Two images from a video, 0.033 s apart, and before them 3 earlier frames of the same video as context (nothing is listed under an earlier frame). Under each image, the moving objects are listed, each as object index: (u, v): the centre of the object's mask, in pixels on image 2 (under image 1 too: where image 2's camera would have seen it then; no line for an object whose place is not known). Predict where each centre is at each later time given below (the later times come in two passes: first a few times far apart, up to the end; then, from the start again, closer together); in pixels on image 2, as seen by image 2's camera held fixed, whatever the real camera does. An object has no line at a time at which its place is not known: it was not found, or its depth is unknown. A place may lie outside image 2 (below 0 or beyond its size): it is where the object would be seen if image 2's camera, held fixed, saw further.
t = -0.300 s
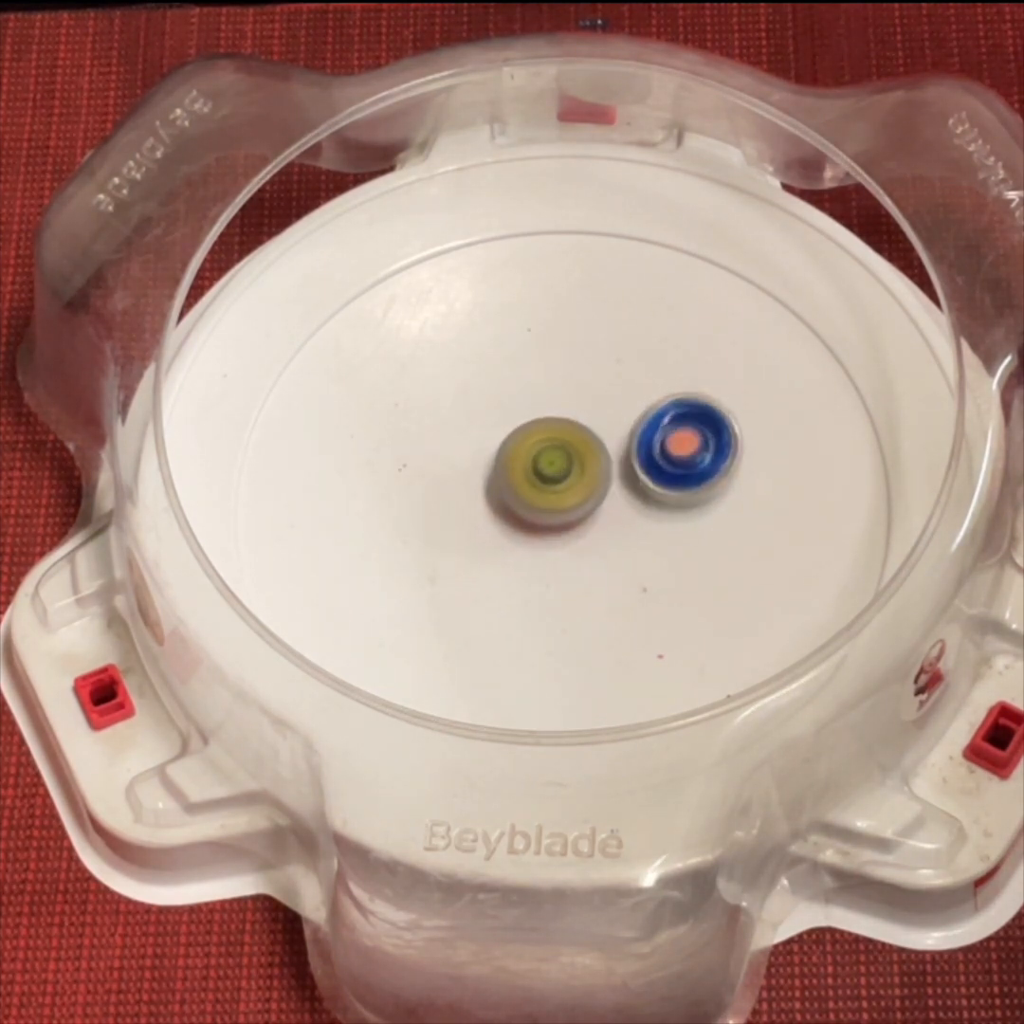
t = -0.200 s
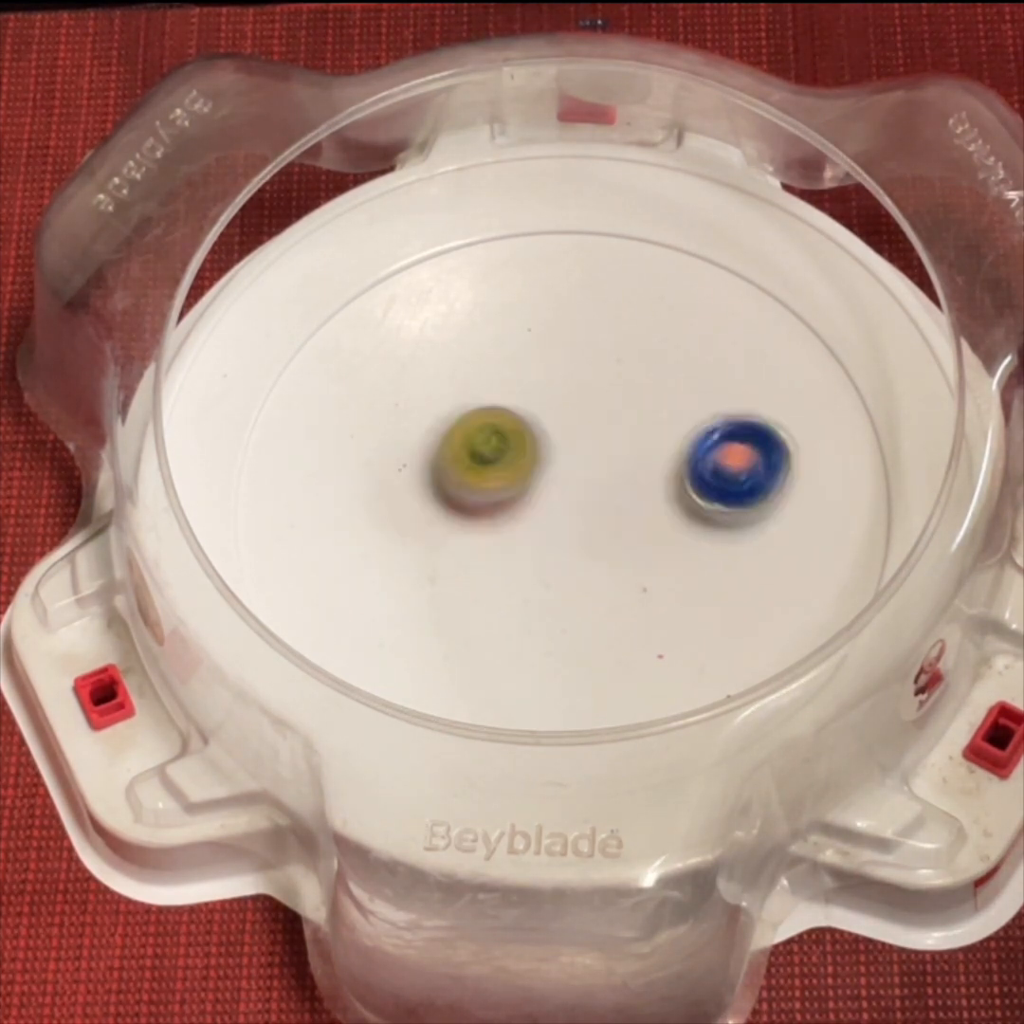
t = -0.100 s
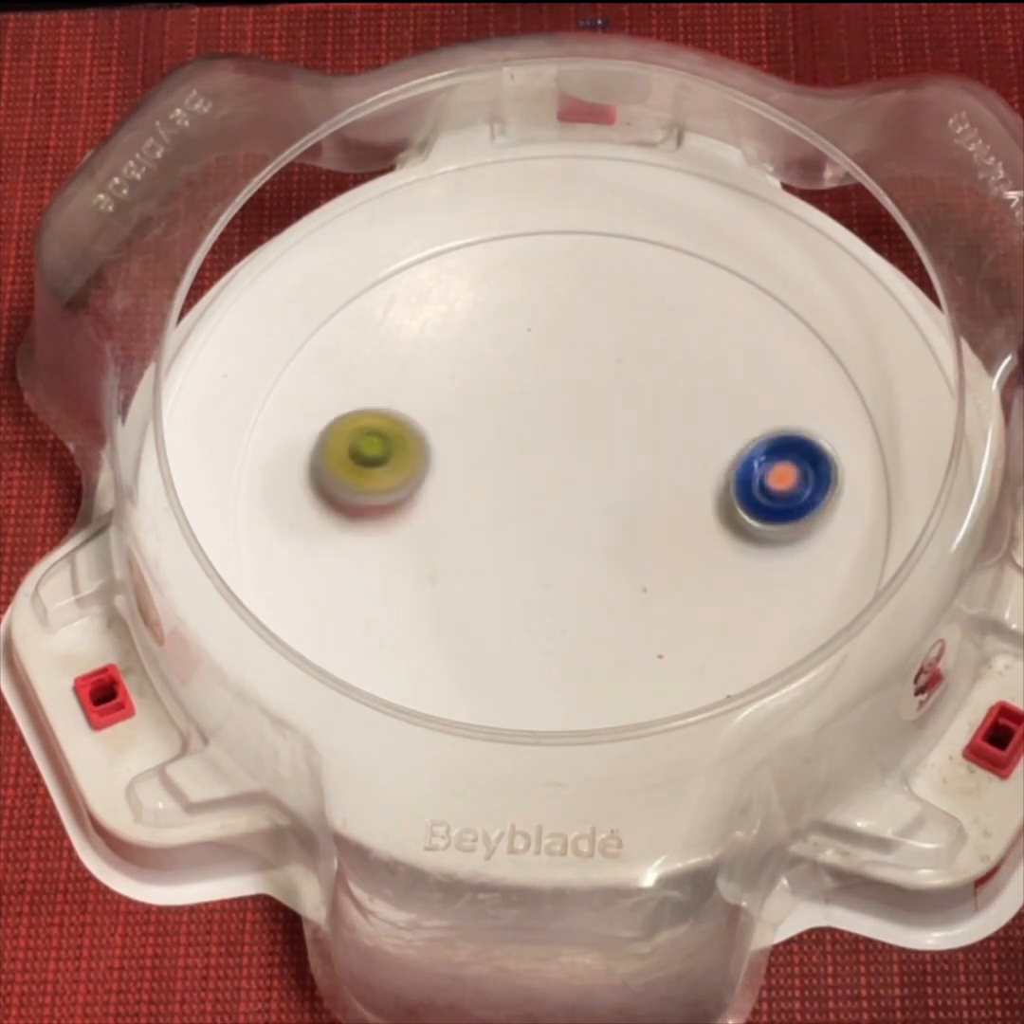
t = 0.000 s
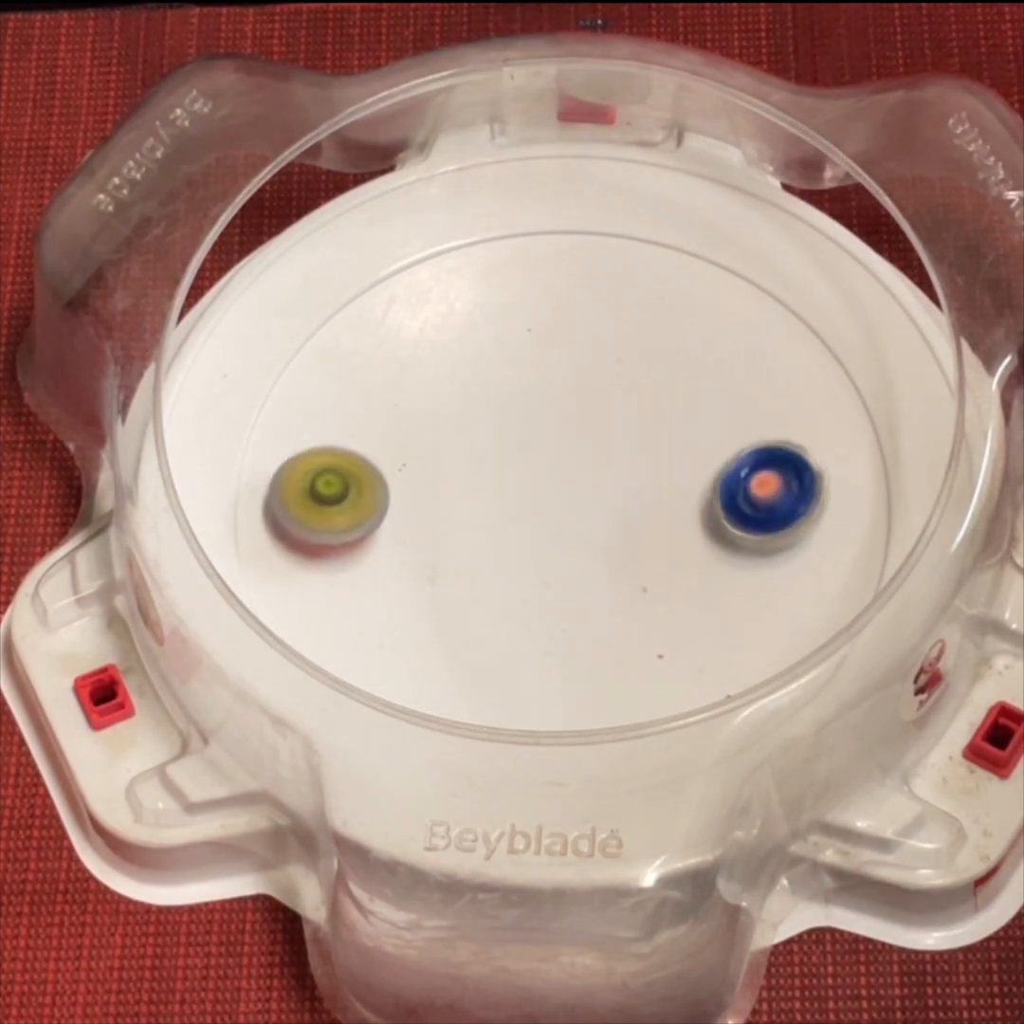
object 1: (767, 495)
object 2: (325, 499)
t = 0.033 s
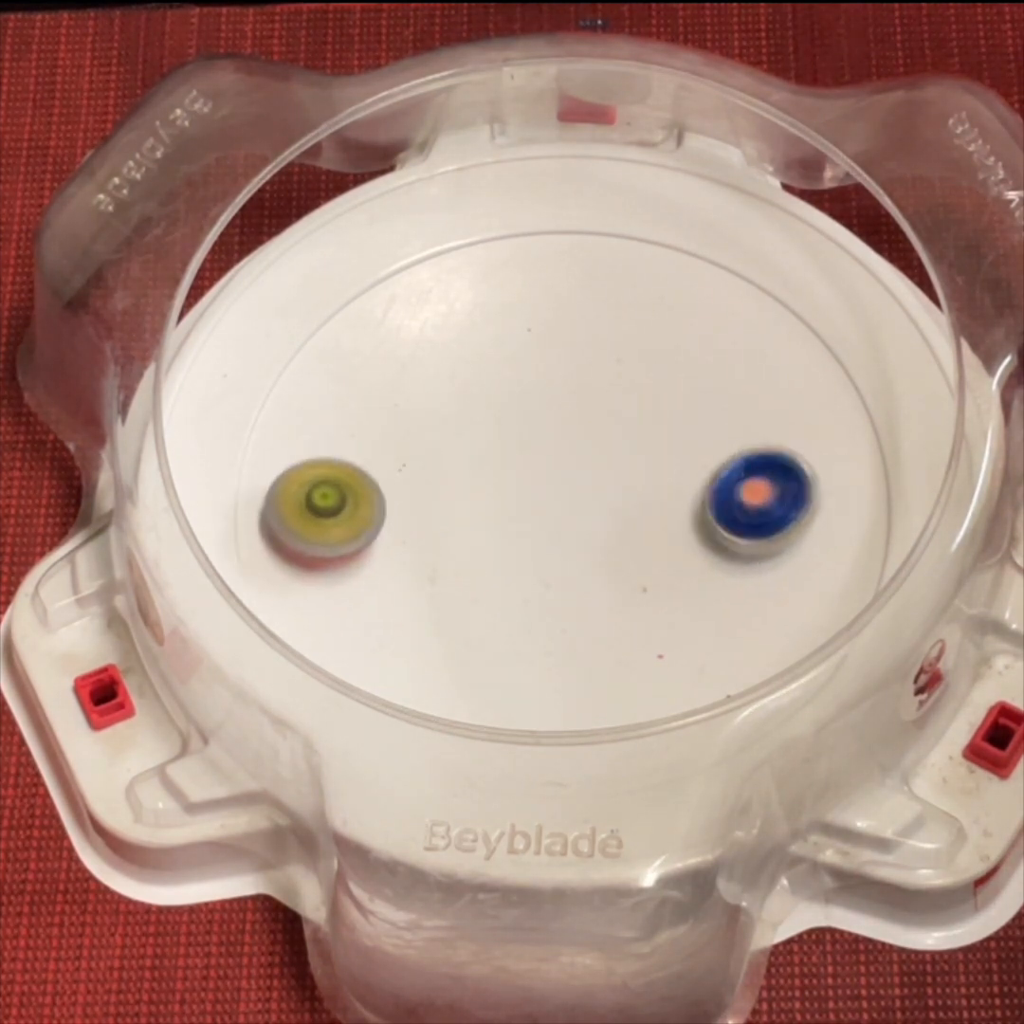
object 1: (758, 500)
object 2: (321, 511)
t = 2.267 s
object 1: (559, 443)
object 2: (650, 599)
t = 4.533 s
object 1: (505, 442)
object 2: (594, 599)
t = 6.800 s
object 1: (485, 499)
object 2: (532, 591)
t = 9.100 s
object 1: (444, 597)
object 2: (552, 474)
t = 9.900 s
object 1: (507, 607)
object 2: (557, 504)
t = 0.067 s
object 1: (748, 507)
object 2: (320, 522)
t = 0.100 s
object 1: (737, 514)
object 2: (320, 534)
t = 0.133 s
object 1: (722, 521)
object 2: (324, 545)
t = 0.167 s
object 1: (709, 526)
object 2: (330, 555)
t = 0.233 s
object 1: (680, 547)
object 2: (347, 573)
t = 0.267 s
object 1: (665, 554)
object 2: (360, 579)
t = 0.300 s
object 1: (649, 562)
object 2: (375, 585)
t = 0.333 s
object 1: (635, 568)
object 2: (392, 590)
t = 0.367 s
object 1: (621, 574)
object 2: (409, 593)
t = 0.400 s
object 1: (606, 580)
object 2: (426, 594)
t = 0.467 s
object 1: (586, 589)
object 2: (453, 589)
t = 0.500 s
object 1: (602, 594)
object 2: (431, 579)
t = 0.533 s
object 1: (612, 600)
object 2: (418, 568)
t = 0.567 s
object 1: (609, 603)
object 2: (413, 557)
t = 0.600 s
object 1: (598, 604)
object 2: (414, 552)
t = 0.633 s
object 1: (587, 604)
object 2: (416, 548)
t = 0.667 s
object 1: (574, 603)
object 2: (420, 544)
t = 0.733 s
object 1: (548, 600)
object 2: (430, 538)
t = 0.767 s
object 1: (538, 600)
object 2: (435, 531)
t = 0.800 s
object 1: (552, 618)
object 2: (413, 499)
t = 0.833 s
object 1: (561, 628)
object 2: (400, 472)
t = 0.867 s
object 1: (562, 630)
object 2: (393, 452)
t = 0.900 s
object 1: (558, 629)
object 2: (390, 438)
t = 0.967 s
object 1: (546, 621)
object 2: (388, 421)
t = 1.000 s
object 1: (539, 615)
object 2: (388, 414)
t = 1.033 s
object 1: (532, 609)
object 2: (389, 408)
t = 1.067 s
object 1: (526, 602)
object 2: (393, 403)
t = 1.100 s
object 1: (519, 594)
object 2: (398, 398)
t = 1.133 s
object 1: (511, 586)
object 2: (404, 395)
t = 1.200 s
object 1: (497, 570)
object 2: (420, 392)
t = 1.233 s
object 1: (490, 563)
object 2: (432, 391)
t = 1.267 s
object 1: (485, 554)
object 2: (444, 392)
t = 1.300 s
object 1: (479, 545)
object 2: (455, 394)
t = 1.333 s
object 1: (473, 538)
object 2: (468, 396)
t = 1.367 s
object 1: (469, 530)
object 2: (481, 399)
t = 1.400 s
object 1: (464, 522)
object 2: (496, 403)
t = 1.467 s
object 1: (457, 506)
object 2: (525, 412)
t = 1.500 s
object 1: (453, 497)
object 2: (540, 418)
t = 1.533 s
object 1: (450, 489)
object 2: (554, 425)
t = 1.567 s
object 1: (447, 481)
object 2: (569, 430)
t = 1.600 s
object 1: (445, 473)
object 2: (583, 437)
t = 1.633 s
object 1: (444, 465)
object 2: (596, 445)
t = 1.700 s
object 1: (445, 451)
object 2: (621, 459)
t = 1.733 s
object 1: (446, 444)
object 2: (632, 467)
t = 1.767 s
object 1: (447, 438)
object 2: (642, 475)
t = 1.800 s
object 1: (449, 434)
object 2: (650, 483)
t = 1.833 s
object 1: (451, 431)
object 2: (658, 490)
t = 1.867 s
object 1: (454, 429)
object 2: (665, 498)
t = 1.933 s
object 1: (464, 428)
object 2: (675, 515)
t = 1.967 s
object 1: (471, 428)
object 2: (677, 524)
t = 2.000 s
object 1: (480, 431)
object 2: (679, 534)
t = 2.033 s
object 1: (489, 432)
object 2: (680, 542)
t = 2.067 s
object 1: (499, 434)
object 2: (679, 551)
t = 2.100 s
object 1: (509, 435)
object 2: (677, 559)
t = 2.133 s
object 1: (520, 436)
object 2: (674, 568)
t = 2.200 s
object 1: (540, 439)
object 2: (664, 585)
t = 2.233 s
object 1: (549, 442)
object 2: (657, 593)
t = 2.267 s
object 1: (559, 443)
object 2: (650, 599)
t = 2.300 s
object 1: (568, 445)
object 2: (642, 605)
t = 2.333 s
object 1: (578, 448)
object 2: (632, 611)
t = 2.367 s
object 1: (587, 450)
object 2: (622, 616)
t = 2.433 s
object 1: (604, 456)
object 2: (600, 621)
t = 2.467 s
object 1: (613, 460)
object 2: (587, 623)
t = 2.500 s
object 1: (621, 463)
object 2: (576, 623)
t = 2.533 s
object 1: (629, 467)
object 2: (565, 622)
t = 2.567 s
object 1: (637, 471)
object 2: (554, 619)
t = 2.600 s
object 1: (644, 474)
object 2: (541, 616)
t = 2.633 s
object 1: (650, 477)
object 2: (529, 613)
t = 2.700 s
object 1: (658, 482)
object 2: (505, 598)
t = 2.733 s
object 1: (662, 483)
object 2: (495, 594)
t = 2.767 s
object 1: (662, 488)
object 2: (484, 587)
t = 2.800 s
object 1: (660, 491)
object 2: (474, 578)
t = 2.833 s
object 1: (656, 497)
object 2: (465, 568)
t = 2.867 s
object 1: (651, 501)
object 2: (457, 559)
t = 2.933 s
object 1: (641, 512)
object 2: (443, 540)
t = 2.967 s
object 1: (633, 518)
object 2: (438, 531)
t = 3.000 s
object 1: (627, 525)
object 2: (434, 521)
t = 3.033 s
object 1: (619, 532)
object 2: (431, 511)
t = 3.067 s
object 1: (612, 538)
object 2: (429, 501)
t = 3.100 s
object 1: (605, 543)
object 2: (429, 491)
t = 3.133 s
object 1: (597, 550)
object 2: (429, 481)
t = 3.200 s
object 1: (583, 560)
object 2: (434, 462)
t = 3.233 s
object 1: (574, 565)
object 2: (438, 452)
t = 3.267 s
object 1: (568, 570)
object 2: (445, 443)
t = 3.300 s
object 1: (561, 574)
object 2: (450, 434)
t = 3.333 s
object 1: (552, 578)
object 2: (457, 426)
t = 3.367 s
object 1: (545, 582)
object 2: (463, 420)
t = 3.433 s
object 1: (529, 588)
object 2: (478, 408)
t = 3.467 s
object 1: (522, 591)
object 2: (488, 404)
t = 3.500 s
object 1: (514, 592)
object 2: (498, 401)
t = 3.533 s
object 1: (506, 592)
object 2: (509, 399)
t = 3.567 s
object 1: (500, 593)
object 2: (520, 397)
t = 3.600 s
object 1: (493, 593)
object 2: (532, 395)
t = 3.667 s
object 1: (485, 590)
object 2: (552, 397)
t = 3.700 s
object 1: (480, 587)
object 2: (562, 400)
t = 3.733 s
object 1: (478, 583)
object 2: (572, 404)
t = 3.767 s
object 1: (476, 580)
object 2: (582, 408)
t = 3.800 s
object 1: (474, 575)
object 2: (592, 412)
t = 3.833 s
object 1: (472, 570)
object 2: (600, 418)
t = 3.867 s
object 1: (470, 563)
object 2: (608, 425)
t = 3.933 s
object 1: (467, 548)
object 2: (623, 441)
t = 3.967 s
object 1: (466, 542)
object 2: (630, 450)
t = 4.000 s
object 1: (466, 535)
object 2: (636, 459)
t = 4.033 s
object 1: (466, 528)
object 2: (641, 468)
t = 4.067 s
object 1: (466, 522)
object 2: (646, 477)
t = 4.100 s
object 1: (467, 514)
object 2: (650, 487)
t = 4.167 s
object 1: (469, 500)
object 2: (653, 506)
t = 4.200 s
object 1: (470, 493)
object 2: (652, 515)
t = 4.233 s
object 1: (471, 487)
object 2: (650, 525)
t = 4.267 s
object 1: (474, 481)
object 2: (647, 535)
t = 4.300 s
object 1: (477, 475)
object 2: (644, 545)
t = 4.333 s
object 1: (480, 469)
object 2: (638, 556)
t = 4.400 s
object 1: (486, 459)
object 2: (626, 572)
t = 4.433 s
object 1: (491, 454)
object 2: (619, 580)
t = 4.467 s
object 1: (495, 449)
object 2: (612, 587)
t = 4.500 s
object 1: (501, 445)
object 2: (602, 594)
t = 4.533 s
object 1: (505, 442)
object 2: (594, 599)
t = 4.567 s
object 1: (509, 439)
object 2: (585, 603)
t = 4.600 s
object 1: (516, 438)
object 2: (574, 607)
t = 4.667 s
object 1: (525, 436)
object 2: (551, 612)
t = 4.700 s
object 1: (530, 435)
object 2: (541, 612)
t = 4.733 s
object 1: (535, 436)
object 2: (530, 611)
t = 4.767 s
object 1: (540, 438)
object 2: (518, 609)
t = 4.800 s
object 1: (544, 439)
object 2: (507, 606)
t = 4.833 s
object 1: (549, 443)
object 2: (496, 603)
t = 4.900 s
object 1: (559, 448)
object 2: (477, 592)
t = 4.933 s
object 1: (565, 451)
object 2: (468, 584)
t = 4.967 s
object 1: (570, 454)
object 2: (460, 577)
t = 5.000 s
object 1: (575, 459)
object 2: (452, 569)
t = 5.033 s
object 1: (580, 462)
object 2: (446, 561)
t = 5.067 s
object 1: (585, 467)
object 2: (443, 552)
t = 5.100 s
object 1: (591, 472)
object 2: (439, 543)
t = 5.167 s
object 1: (601, 480)
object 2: (432, 524)
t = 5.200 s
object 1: (606, 484)
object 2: (430, 515)
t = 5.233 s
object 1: (609, 489)
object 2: (430, 506)
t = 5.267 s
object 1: (613, 493)
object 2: (432, 495)
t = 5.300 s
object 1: (615, 497)
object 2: (435, 486)
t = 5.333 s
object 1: (617, 500)
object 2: (438, 478)
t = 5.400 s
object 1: (618, 506)
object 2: (448, 461)
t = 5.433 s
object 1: (617, 508)
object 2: (454, 453)
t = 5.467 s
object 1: (614, 511)
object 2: (462, 445)
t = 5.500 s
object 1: (613, 514)
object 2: (470, 439)
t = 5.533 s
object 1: (609, 516)
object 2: (478, 433)
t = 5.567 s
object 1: (606, 520)
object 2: (488, 428)
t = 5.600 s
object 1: (601, 522)
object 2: (497, 425)
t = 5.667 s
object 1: (588, 529)
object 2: (517, 419)
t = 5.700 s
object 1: (582, 533)
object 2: (528, 417)
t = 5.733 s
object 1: (578, 538)
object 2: (539, 417)
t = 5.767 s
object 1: (570, 542)
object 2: (550, 418)
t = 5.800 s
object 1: (566, 547)
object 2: (562, 418)
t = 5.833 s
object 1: (561, 550)
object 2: (571, 420)
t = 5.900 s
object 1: (551, 559)
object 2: (590, 426)
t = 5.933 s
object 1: (546, 562)
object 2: (599, 431)
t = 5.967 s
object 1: (543, 564)
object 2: (607, 435)
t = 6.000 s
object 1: (539, 565)
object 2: (614, 442)
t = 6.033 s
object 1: (536, 567)
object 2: (621, 449)
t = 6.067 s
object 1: (534, 567)
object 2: (629, 456)
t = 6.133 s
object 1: (529, 565)
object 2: (642, 470)
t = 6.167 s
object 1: (527, 563)
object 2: (645, 479)
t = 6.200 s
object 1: (525, 561)
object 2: (647, 487)
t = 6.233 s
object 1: (522, 558)
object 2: (649, 496)
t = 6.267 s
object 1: (521, 555)
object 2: (649, 504)
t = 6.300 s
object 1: (519, 550)
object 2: (650, 513)
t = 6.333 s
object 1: (516, 546)
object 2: (648, 522)
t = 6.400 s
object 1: (509, 536)
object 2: (641, 540)
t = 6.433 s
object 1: (506, 532)
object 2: (636, 546)
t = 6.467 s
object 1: (501, 527)
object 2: (630, 554)
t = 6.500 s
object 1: (496, 523)
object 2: (622, 562)
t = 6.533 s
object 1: (493, 518)
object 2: (615, 568)
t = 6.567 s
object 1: (490, 515)
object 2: (607, 573)
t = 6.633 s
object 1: (485, 509)
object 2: (587, 583)
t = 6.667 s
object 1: (485, 506)
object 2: (576, 587)
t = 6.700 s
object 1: (483, 505)
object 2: (566, 589)
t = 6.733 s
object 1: (484, 503)
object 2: (553, 590)
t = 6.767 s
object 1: (484, 501)
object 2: (543, 592)
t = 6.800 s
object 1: (485, 499)
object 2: (532, 591)
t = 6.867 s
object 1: (490, 490)
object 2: (512, 597)
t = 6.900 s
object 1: (490, 477)
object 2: (503, 608)
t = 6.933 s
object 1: (491, 468)
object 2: (494, 611)
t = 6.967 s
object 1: (492, 461)
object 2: (486, 609)
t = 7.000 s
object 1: (493, 454)
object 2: (479, 607)
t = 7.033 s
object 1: (496, 448)
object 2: (471, 605)
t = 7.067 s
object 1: (498, 442)
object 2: (465, 602)
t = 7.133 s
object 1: (504, 430)
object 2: (455, 591)
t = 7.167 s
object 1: (508, 426)
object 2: (450, 584)
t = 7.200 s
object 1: (510, 421)
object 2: (447, 578)
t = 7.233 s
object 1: (515, 419)
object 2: (445, 569)
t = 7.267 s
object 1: (518, 415)
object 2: (443, 561)
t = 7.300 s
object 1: (523, 416)
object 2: (442, 552)
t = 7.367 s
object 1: (530, 418)
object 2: (445, 534)
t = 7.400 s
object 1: (534, 420)
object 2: (446, 525)
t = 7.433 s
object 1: (538, 424)
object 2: (450, 515)
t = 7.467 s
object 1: (544, 426)
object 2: (454, 507)
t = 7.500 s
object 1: (552, 430)
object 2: (457, 500)
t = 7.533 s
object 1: (569, 428)
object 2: (452, 499)
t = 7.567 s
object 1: (581, 427)
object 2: (451, 496)
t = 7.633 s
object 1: (596, 429)
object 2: (462, 486)
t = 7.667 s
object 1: (604, 431)
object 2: (468, 481)
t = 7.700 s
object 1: (610, 434)
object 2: (476, 477)
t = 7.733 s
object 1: (617, 439)
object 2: (486, 474)
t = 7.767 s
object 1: (622, 443)
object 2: (494, 470)
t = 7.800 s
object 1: (628, 448)
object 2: (503, 467)
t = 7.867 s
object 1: (643, 461)
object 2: (510, 462)
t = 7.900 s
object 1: (647, 466)
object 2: (515, 460)
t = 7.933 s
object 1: (651, 474)
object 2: (520, 461)
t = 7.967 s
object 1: (652, 480)
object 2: (527, 461)
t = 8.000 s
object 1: (654, 486)
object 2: (533, 461)
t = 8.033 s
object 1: (653, 494)
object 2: (538, 462)
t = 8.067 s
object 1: (653, 503)
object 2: (542, 459)
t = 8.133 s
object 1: (647, 523)
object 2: (534, 451)
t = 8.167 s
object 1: (640, 528)
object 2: (534, 450)
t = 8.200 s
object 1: (632, 533)
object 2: (533, 450)
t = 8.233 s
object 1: (622, 537)
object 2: (532, 450)
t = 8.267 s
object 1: (614, 539)
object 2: (531, 453)
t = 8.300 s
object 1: (604, 542)
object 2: (532, 455)
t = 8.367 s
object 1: (580, 549)
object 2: (536, 447)
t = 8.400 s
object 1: (560, 566)
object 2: (540, 437)
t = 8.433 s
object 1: (538, 572)
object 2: (544, 430)
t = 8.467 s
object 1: (517, 578)
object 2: (546, 426)
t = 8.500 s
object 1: (495, 576)
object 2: (546, 421)
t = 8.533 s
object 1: (474, 577)
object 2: (546, 417)
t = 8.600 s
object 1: (444, 581)
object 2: (548, 410)
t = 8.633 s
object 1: (435, 587)
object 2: (548, 407)
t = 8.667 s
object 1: (434, 596)
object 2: (551, 406)
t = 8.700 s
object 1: (433, 601)
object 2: (551, 405)
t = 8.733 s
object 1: (431, 603)
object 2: (549, 408)
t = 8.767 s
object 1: (432, 605)
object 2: (552, 410)
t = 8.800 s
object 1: (434, 606)
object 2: (552, 413)
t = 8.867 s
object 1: (436, 609)
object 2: (554, 422)
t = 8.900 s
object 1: (433, 608)
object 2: (554, 428)
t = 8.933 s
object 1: (429, 605)
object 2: (555, 435)
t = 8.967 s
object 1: (431, 602)
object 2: (554, 441)
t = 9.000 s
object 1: (433, 601)
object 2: (554, 450)
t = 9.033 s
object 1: (436, 599)
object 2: (554, 457)
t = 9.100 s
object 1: (444, 597)
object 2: (552, 474)
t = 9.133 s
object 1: (450, 597)
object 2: (550, 482)
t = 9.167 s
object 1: (453, 596)
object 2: (547, 491)
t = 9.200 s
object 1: (461, 594)
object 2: (545, 500)
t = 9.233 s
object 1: (468, 592)
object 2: (544, 504)
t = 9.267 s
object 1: (462, 600)
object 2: (561, 498)
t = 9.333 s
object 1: (462, 600)
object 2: (580, 490)
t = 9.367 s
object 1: (467, 600)
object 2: (582, 491)
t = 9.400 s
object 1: (471, 603)
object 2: (582, 491)
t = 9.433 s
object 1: (470, 607)
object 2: (582, 493)
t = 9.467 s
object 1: (472, 605)
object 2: (581, 494)
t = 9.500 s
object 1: (476, 607)
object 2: (580, 496)
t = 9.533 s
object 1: (480, 609)
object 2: (579, 499)
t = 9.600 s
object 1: (479, 611)
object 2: (575, 503)
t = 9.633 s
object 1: (479, 610)
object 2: (574, 503)
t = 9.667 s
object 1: (485, 606)
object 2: (571, 505)
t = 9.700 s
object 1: (492, 605)
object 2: (570, 506)
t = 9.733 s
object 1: (497, 608)
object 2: (565, 507)
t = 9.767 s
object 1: (503, 610)
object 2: (563, 509)
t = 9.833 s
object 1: (504, 612)
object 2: (556, 511)
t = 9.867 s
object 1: (505, 606)
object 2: (555, 510)
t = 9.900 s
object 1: (507, 607)
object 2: (557, 504)
